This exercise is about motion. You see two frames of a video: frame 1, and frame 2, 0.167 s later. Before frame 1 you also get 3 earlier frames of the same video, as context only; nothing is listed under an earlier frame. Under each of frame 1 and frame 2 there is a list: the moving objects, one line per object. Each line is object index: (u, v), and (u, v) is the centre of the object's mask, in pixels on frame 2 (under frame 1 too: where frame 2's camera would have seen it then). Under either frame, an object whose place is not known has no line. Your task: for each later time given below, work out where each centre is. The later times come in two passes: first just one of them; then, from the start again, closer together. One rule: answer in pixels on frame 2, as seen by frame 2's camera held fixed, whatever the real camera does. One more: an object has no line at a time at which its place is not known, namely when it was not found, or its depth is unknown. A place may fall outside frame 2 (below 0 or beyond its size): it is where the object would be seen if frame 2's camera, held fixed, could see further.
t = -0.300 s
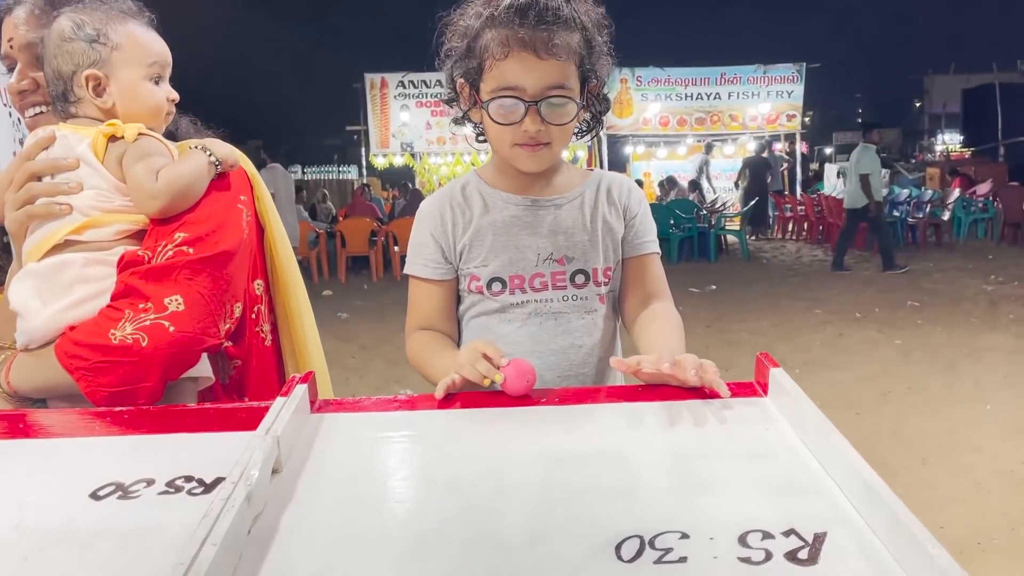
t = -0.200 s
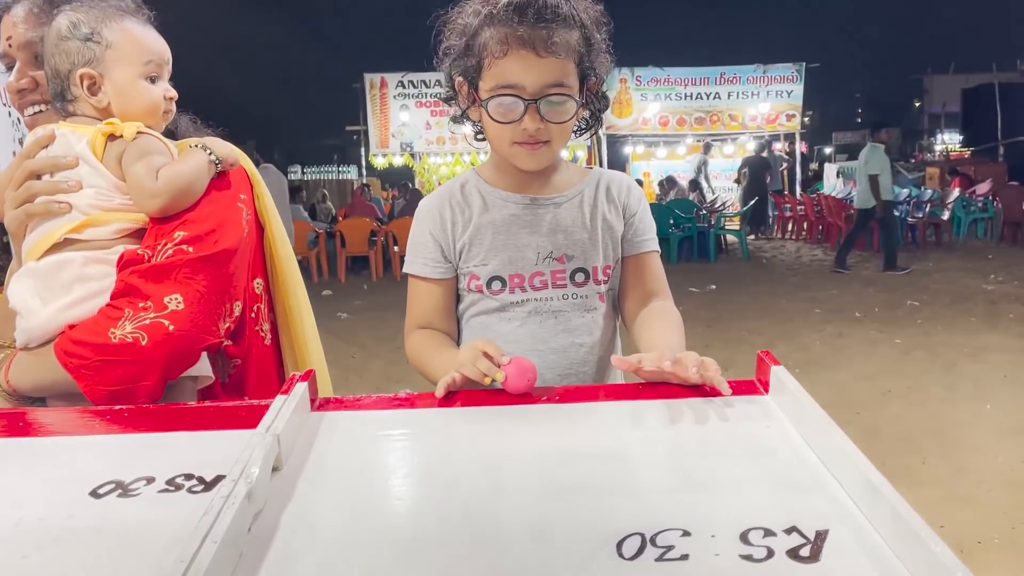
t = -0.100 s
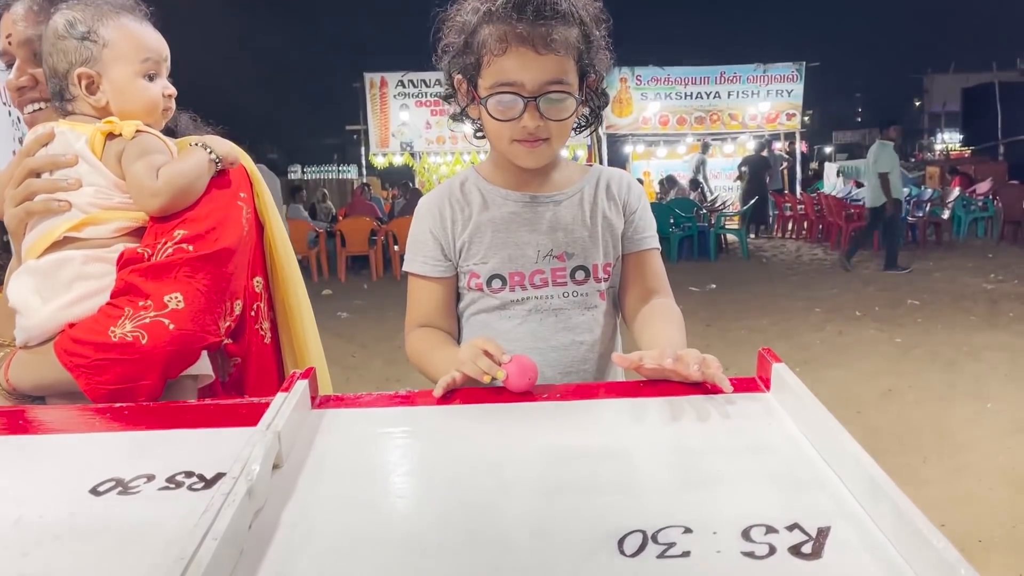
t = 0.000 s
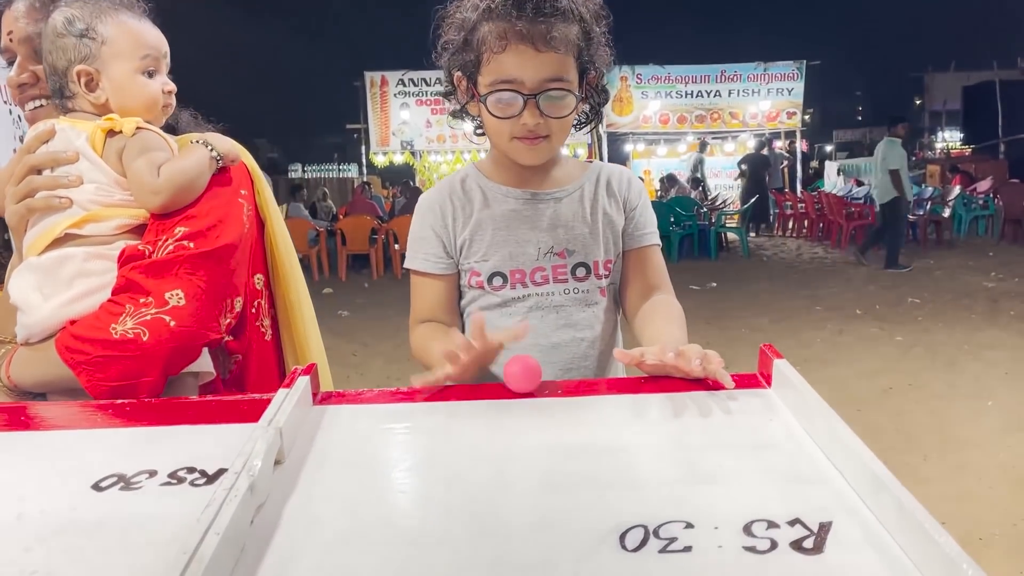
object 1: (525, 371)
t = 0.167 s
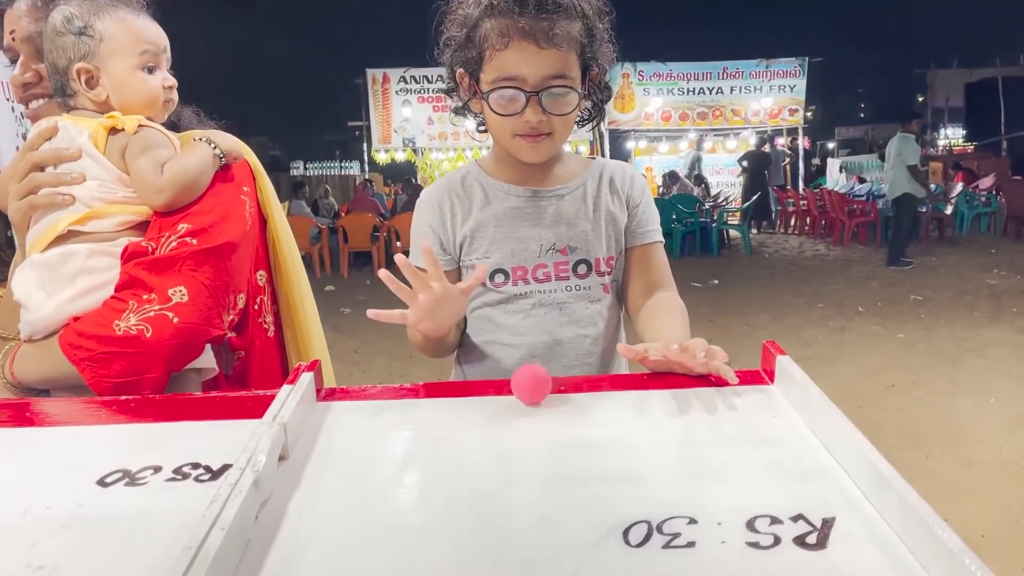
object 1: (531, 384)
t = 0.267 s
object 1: (535, 395)
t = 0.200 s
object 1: (533, 388)
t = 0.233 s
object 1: (534, 392)
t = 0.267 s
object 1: (535, 395)
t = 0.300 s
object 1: (537, 400)
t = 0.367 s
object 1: (541, 412)
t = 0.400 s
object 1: (543, 420)
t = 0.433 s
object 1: (545, 427)
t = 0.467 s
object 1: (548, 436)
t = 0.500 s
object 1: (551, 445)
